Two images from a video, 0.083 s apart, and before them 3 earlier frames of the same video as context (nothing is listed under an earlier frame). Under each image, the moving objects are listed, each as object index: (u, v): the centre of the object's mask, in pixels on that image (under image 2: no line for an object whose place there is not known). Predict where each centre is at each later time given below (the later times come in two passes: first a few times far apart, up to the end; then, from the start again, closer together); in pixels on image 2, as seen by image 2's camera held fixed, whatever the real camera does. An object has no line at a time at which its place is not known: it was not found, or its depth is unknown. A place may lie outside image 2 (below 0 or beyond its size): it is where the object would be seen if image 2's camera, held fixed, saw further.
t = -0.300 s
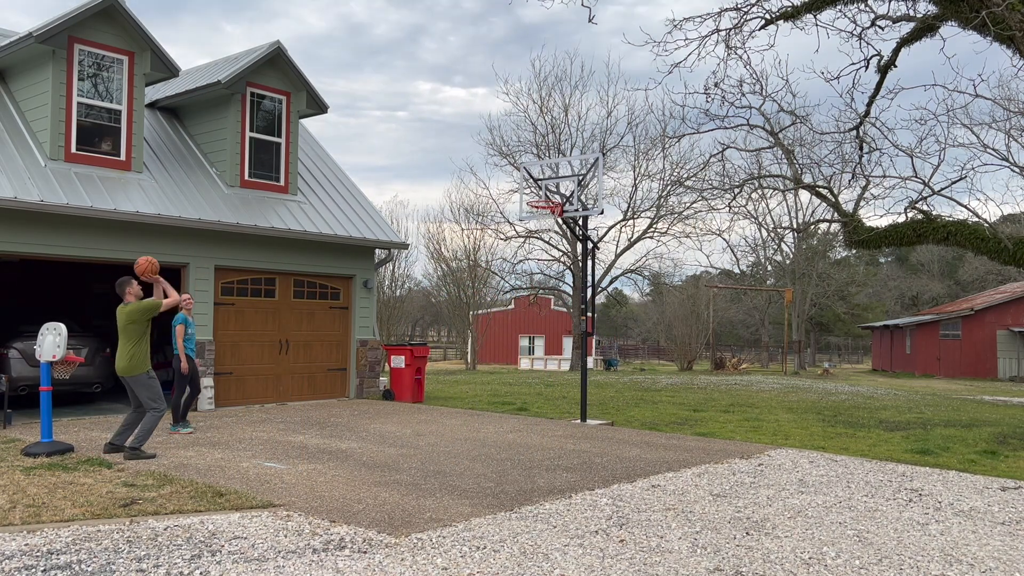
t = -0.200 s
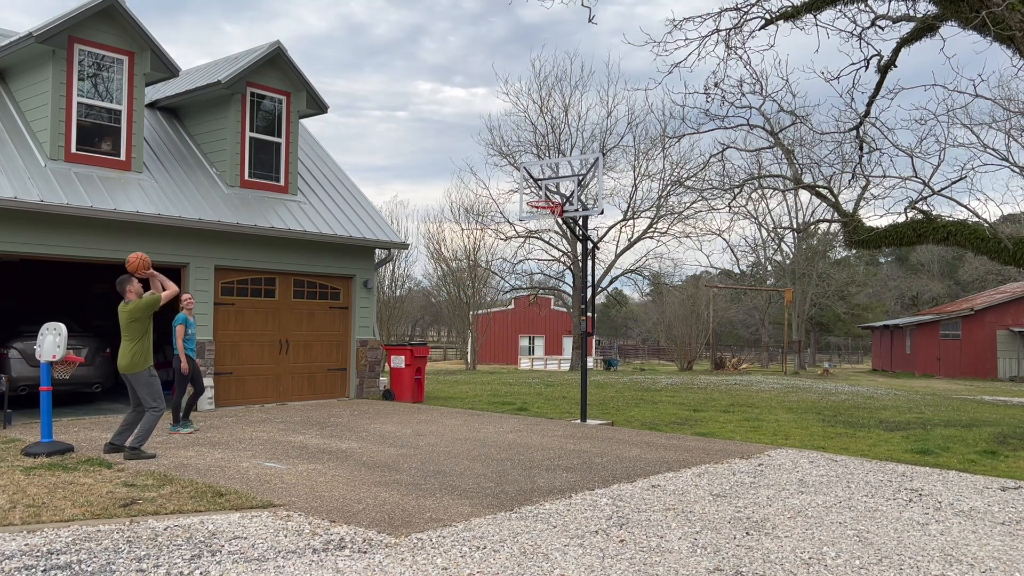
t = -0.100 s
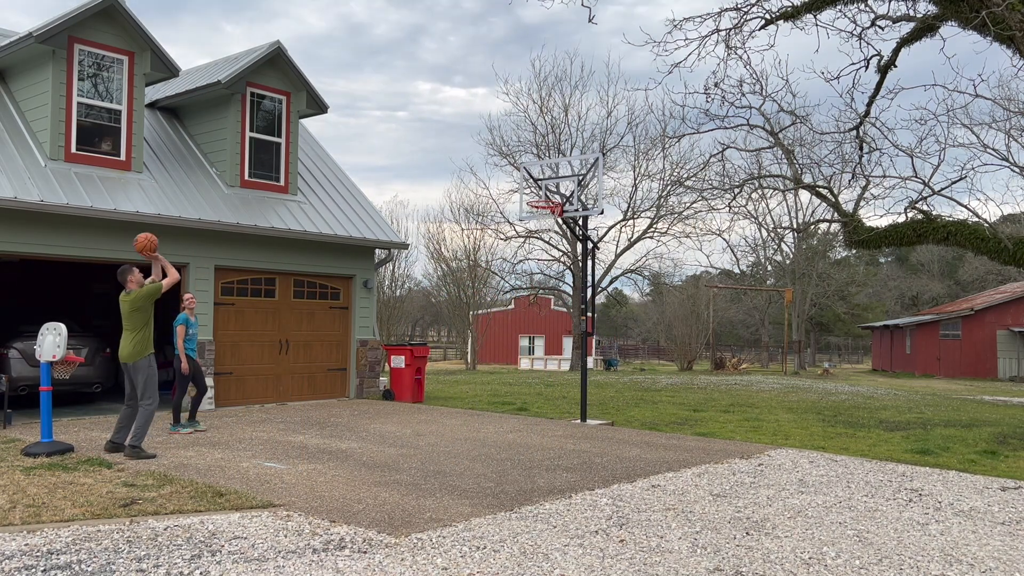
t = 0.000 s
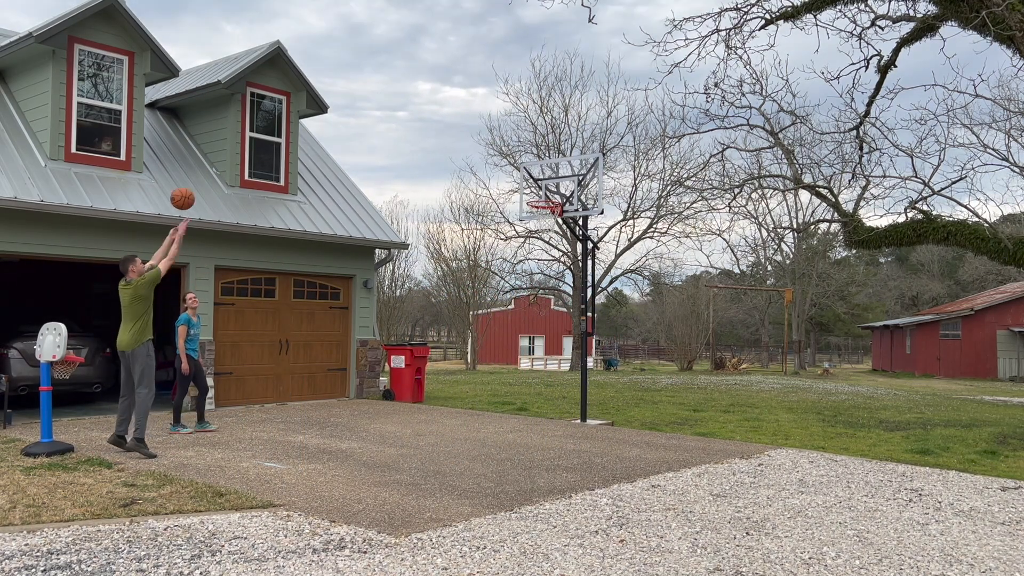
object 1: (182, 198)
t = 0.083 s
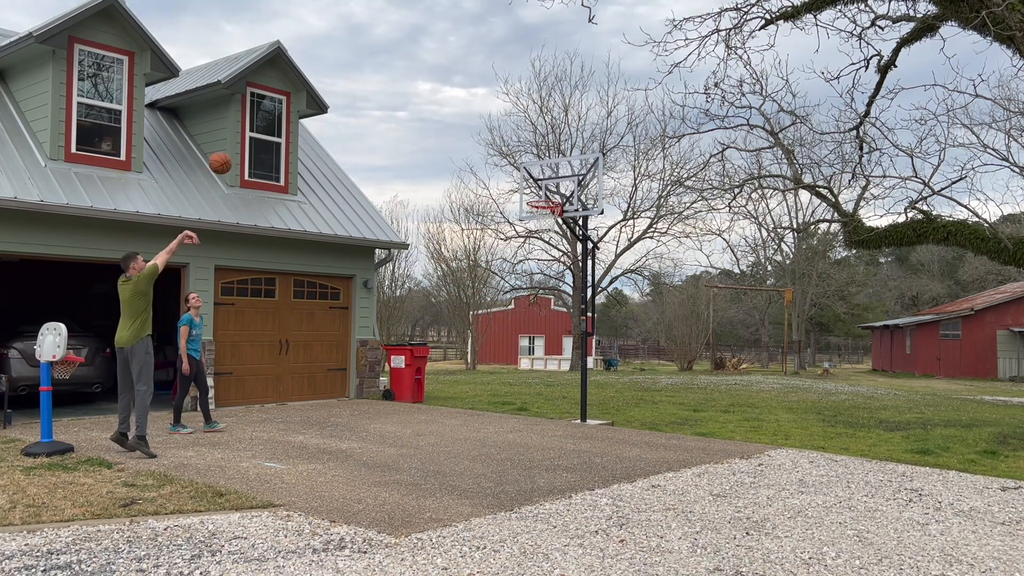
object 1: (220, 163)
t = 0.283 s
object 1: (302, 109)
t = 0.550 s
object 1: (397, 95)
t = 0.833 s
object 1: (483, 140)
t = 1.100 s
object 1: (542, 187)
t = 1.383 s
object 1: (556, 174)
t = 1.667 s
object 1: (541, 207)
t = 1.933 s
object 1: (525, 296)
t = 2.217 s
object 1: (509, 411)
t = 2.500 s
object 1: (510, 303)
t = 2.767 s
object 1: (510, 259)
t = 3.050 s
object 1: (509, 277)
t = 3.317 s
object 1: (507, 357)
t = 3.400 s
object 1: (505, 396)
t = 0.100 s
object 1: (228, 157)
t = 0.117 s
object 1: (234, 151)
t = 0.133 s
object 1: (242, 145)
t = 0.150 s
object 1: (249, 140)
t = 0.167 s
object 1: (256, 135)
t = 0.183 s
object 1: (263, 130)
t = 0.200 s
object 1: (270, 126)
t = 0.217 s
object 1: (276, 122)
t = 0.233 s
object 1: (283, 119)
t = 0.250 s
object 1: (290, 114)
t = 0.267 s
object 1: (296, 112)
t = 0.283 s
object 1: (302, 109)
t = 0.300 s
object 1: (309, 105)
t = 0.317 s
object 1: (316, 103)
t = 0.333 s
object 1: (322, 101)
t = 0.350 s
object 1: (328, 99)
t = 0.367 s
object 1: (334, 98)
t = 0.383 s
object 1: (340, 96)
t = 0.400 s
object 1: (346, 95)
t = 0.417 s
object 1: (352, 94)
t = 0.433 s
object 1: (358, 93)
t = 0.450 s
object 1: (363, 93)
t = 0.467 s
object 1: (369, 93)
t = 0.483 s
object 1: (375, 93)
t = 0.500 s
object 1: (380, 93)
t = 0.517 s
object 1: (386, 93)
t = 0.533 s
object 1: (392, 94)
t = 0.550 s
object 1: (397, 95)
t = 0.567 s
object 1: (403, 96)
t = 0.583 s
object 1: (408, 97)
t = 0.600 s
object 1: (413, 98)
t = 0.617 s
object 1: (419, 100)
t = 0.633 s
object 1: (424, 102)
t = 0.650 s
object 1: (429, 104)
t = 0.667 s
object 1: (434, 106)
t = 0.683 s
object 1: (439, 109)
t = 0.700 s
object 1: (444, 112)
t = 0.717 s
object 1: (449, 115)
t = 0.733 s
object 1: (454, 117)
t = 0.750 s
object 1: (459, 121)
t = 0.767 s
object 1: (464, 124)
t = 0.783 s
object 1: (469, 128)
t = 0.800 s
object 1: (474, 132)
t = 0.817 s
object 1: (478, 136)
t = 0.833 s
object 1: (483, 140)
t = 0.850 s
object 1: (488, 144)
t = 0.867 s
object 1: (492, 149)
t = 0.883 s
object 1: (497, 153)
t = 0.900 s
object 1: (501, 158)
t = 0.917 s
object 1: (506, 163)
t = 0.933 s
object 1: (510, 168)
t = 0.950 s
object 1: (515, 174)
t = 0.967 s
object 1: (519, 179)
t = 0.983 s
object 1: (523, 184)
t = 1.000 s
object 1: (528, 191)
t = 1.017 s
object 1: (531, 194)
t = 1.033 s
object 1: (533, 194)
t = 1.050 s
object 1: (535, 192)
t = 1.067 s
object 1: (538, 190)
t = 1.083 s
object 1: (539, 188)
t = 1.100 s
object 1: (542, 187)
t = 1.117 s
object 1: (544, 185)
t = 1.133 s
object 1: (547, 183)
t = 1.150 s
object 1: (550, 182)
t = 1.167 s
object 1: (552, 182)
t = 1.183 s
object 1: (553, 181)
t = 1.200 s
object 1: (556, 180)
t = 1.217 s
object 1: (558, 180)
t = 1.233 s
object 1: (561, 180)
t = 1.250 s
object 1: (561, 179)
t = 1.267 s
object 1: (561, 178)
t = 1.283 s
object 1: (560, 177)
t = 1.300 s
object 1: (559, 176)
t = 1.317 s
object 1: (559, 175)
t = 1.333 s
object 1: (558, 175)
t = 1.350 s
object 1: (557, 174)
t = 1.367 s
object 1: (556, 174)
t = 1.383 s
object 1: (556, 174)
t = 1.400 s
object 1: (555, 174)
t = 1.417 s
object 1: (554, 175)
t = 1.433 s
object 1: (553, 175)
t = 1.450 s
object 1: (552, 176)
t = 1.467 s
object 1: (551, 177)
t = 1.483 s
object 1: (550, 179)
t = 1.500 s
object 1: (550, 180)
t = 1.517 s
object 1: (549, 181)
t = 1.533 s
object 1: (548, 183)
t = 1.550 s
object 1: (547, 186)
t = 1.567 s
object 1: (546, 188)
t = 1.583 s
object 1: (545, 190)
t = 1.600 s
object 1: (544, 193)
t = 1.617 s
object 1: (543, 196)
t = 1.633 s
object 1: (543, 199)
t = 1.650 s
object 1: (542, 203)
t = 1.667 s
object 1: (541, 207)
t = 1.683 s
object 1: (540, 210)
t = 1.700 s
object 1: (539, 215)
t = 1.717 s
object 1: (538, 219)
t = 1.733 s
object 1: (537, 223)
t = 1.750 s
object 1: (536, 228)
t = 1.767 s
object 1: (535, 233)
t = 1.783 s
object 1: (534, 238)
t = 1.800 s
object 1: (533, 244)
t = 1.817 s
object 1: (532, 249)
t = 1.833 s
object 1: (531, 255)
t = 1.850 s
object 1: (530, 261)
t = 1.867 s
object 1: (529, 268)
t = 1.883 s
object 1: (528, 274)
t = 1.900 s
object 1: (527, 281)
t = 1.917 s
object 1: (526, 288)
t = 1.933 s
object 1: (525, 296)
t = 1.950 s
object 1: (524, 303)
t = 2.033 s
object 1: (519, 344)
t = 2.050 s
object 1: (517, 354)
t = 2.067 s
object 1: (516, 363)
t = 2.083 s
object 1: (515, 373)
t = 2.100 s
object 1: (514, 383)
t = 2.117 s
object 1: (513, 393)
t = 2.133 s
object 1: (512, 403)
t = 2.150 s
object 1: (510, 414)
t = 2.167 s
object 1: (509, 426)
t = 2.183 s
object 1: (509, 429)
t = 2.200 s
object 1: (509, 420)
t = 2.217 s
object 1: (509, 411)
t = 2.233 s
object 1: (509, 403)
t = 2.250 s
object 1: (509, 395)
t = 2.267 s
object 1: (509, 387)
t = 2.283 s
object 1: (510, 380)
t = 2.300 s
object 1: (510, 373)
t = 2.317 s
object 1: (510, 365)
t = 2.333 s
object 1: (510, 359)
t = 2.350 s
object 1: (510, 352)
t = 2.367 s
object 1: (510, 345)
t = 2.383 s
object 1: (511, 339)
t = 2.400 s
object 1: (510, 334)
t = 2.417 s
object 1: (511, 327)
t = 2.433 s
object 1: (511, 322)
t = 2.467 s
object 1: (511, 312)
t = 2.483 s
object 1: (510, 308)
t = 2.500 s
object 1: (510, 303)
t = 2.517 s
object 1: (511, 299)
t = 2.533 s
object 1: (510, 294)
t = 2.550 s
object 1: (511, 290)
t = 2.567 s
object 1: (511, 286)
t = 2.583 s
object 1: (510, 283)
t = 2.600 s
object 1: (510, 280)
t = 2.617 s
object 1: (510, 277)
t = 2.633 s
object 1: (510, 274)
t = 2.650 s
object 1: (510, 271)
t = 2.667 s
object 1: (510, 269)
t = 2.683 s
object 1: (510, 266)
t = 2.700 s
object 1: (510, 264)
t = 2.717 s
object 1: (510, 262)
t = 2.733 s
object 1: (510, 261)
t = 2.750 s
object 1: (510, 260)
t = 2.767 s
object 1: (510, 259)
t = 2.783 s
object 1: (510, 258)
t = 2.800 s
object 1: (510, 257)
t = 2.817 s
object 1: (510, 257)
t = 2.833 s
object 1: (510, 257)
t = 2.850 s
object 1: (510, 257)
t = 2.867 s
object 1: (510, 257)
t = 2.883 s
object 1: (510, 258)
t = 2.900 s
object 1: (510, 258)
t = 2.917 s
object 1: (510, 260)
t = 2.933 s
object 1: (509, 261)
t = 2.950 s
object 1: (510, 262)
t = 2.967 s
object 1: (510, 264)
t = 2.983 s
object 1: (509, 266)
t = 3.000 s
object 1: (509, 268)
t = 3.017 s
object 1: (509, 271)
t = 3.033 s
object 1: (509, 273)
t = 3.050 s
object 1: (509, 277)
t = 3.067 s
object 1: (509, 280)
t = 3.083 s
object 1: (509, 283)
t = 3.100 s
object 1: (509, 287)
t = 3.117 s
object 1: (508, 290)
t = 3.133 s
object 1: (508, 295)
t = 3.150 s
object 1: (508, 299)
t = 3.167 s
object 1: (508, 304)
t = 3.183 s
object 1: (508, 309)
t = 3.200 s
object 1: (508, 314)
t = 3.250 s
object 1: (506, 330)
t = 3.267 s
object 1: (506, 337)
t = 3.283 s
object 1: (507, 343)
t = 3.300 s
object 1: (506, 349)
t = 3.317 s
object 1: (507, 357)
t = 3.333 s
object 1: (506, 364)
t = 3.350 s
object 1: (506, 372)
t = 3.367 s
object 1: (505, 380)
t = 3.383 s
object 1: (505, 388)
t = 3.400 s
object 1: (505, 396)
